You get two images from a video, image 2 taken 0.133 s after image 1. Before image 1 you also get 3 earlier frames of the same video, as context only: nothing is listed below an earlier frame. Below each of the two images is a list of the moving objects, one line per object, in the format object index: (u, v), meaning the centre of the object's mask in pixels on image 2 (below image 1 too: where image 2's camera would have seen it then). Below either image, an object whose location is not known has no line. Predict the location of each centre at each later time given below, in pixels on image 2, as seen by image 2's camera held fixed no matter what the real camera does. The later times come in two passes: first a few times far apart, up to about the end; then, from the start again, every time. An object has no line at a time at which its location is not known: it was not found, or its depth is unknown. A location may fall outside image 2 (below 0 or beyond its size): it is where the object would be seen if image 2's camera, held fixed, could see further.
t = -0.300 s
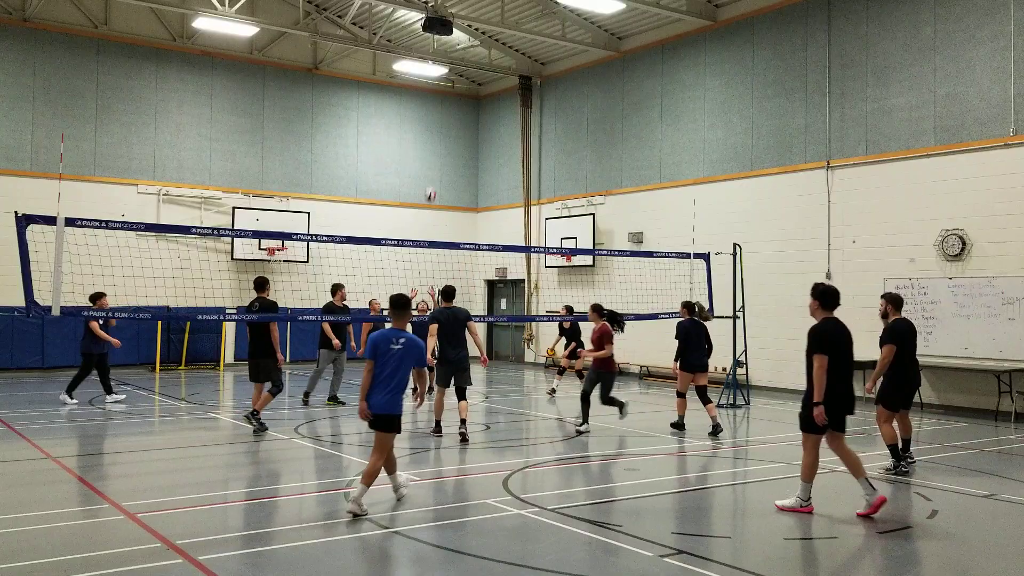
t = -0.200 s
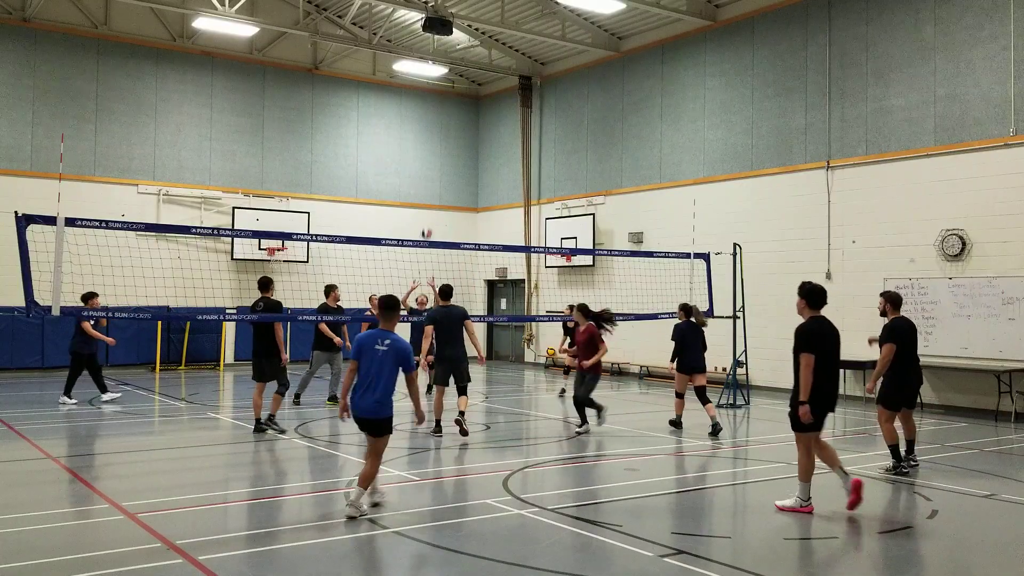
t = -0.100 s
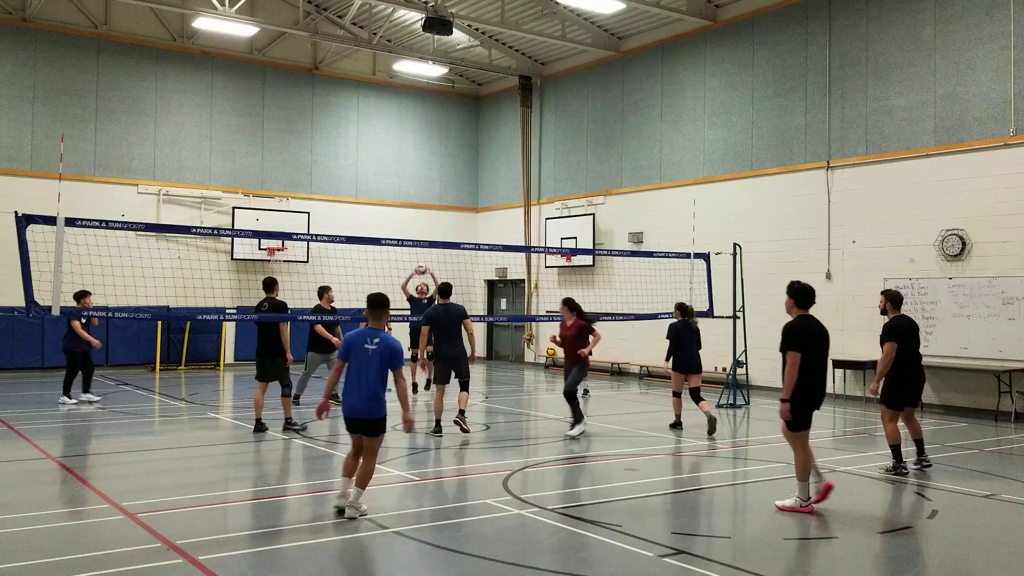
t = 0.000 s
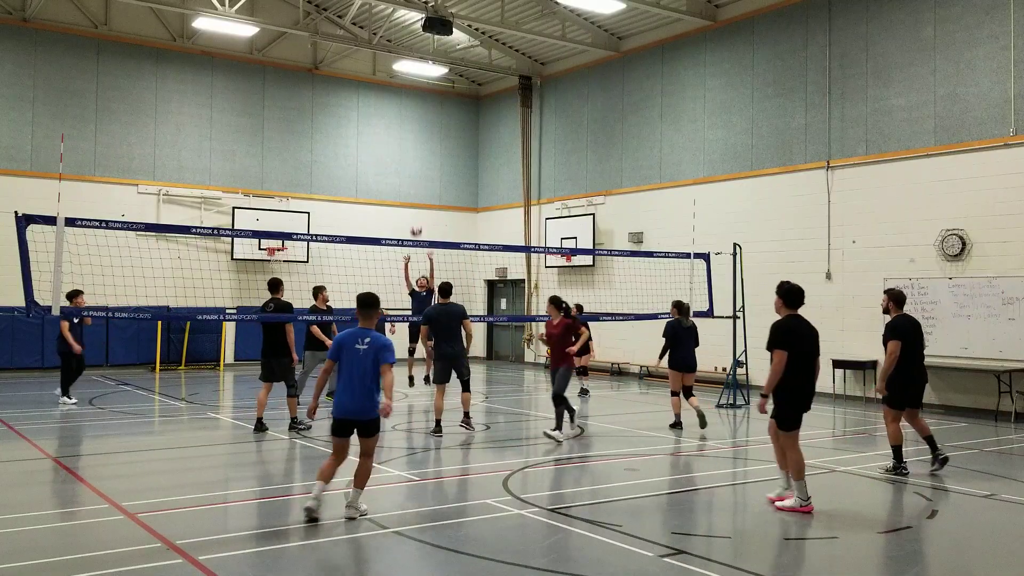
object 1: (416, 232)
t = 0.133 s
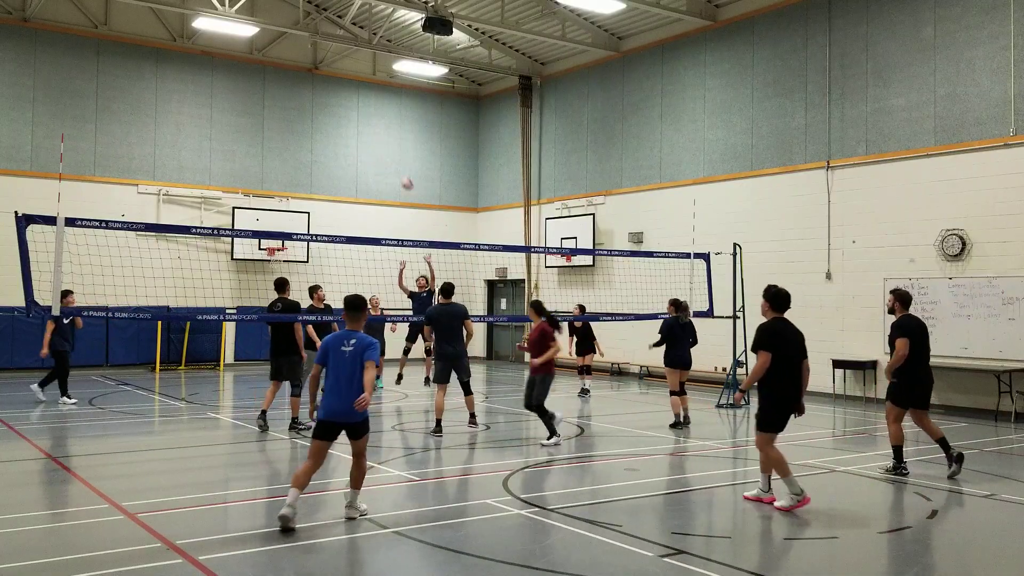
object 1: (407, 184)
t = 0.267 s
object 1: (399, 145)
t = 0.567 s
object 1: (378, 95)
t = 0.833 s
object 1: (357, 95)
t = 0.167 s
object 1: (405, 172)
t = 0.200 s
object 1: (403, 163)
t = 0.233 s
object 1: (402, 153)
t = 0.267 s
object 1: (399, 145)
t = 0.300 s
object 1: (397, 137)
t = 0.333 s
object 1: (394, 130)
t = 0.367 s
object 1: (392, 123)
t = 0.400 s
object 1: (390, 116)
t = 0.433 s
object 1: (387, 111)
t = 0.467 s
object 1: (385, 105)
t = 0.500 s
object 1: (382, 101)
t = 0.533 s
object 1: (380, 97)
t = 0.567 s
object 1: (378, 95)
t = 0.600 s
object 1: (376, 92)
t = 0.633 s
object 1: (372, 90)
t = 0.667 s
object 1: (370, 89)
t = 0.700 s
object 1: (368, 89)
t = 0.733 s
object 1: (365, 89)
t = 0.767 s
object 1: (363, 90)
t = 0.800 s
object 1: (360, 93)
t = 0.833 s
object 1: (357, 95)
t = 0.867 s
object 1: (355, 98)
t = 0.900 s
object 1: (352, 103)
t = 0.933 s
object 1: (349, 108)
